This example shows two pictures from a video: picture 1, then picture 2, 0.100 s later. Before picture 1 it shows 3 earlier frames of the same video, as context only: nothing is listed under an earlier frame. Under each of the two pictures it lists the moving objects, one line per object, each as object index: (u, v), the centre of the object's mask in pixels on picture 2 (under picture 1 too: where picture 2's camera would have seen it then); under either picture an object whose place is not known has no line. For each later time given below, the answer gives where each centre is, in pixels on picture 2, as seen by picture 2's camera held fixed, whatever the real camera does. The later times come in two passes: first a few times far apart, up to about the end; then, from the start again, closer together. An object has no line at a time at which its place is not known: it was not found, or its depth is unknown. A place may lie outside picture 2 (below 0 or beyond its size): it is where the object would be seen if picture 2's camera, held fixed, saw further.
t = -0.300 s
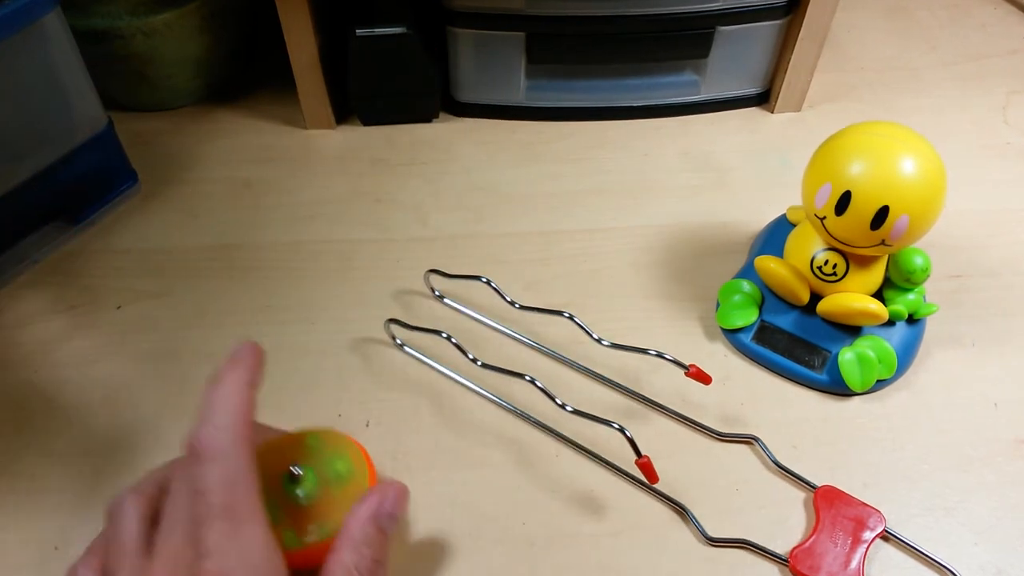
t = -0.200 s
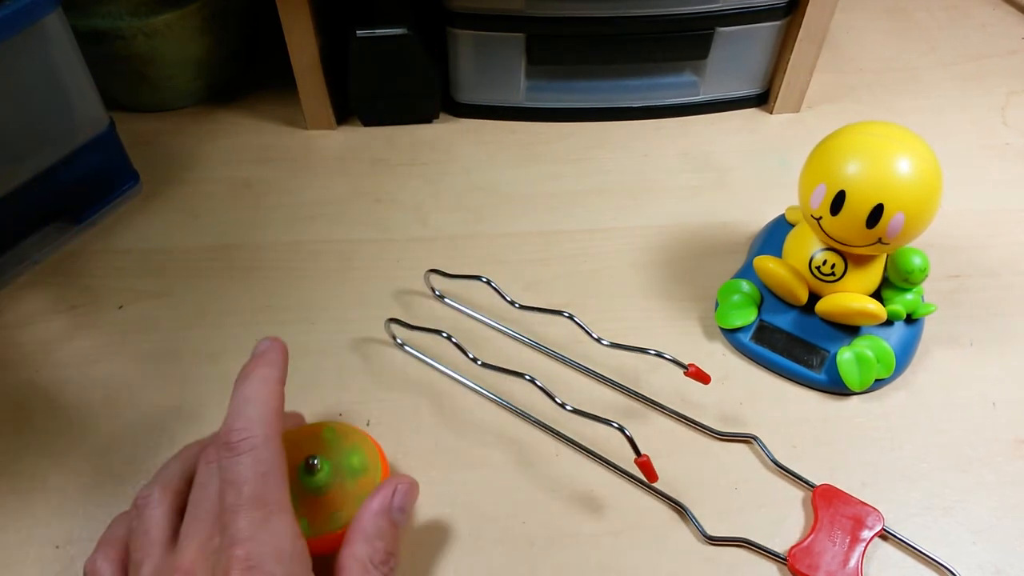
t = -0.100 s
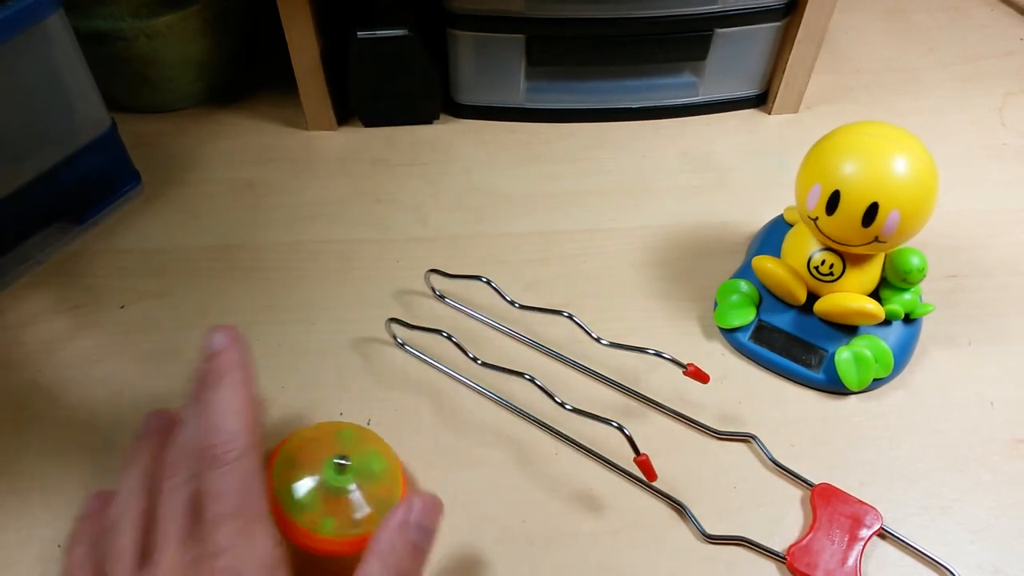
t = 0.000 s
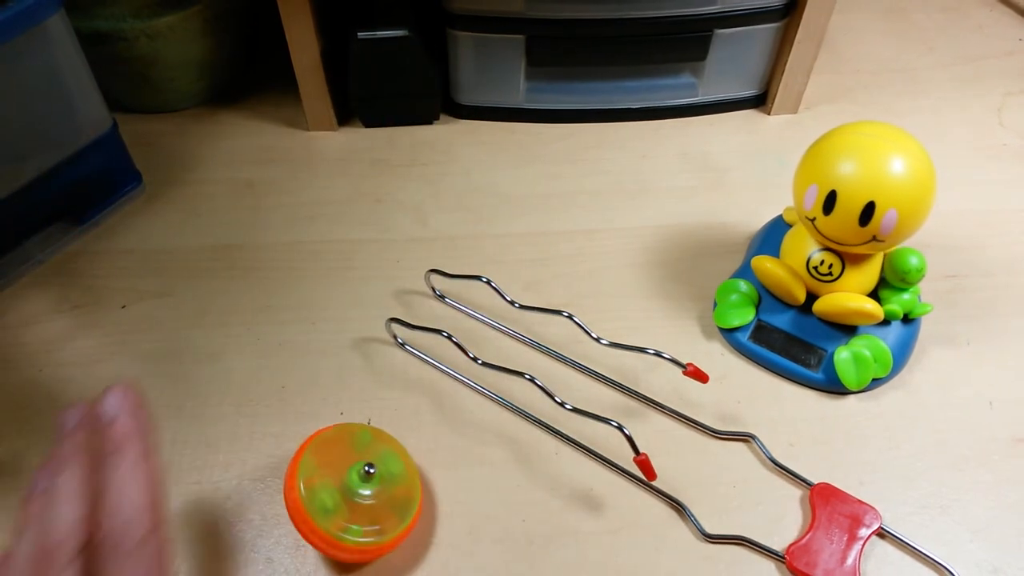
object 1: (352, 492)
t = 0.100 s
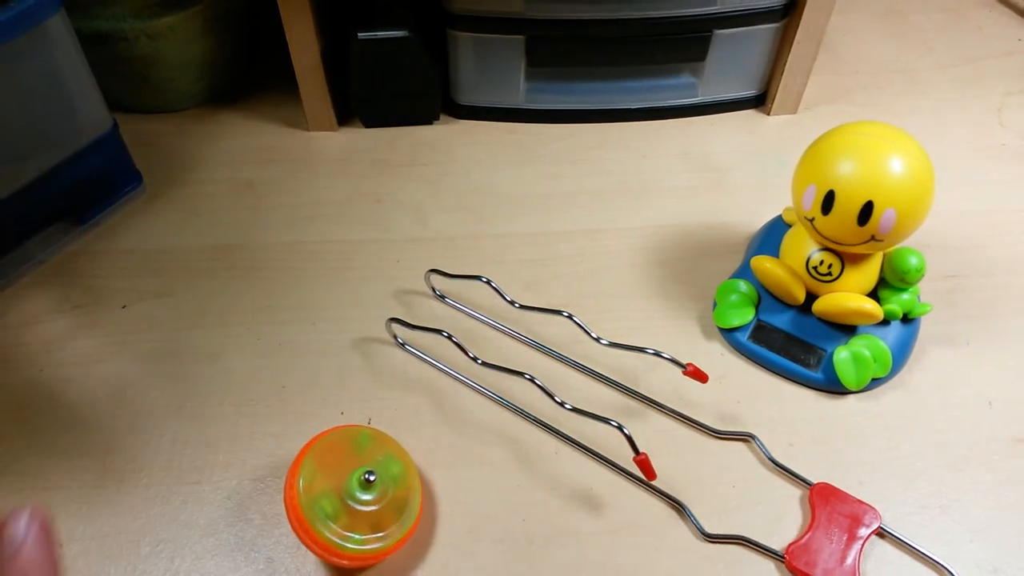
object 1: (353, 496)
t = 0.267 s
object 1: (351, 497)
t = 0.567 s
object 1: (348, 481)
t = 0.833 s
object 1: (329, 474)
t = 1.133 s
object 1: (330, 473)
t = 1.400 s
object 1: (347, 480)
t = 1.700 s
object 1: (351, 488)
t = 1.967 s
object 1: (347, 480)
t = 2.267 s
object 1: (333, 474)
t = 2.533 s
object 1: (330, 474)
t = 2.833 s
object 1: (341, 475)
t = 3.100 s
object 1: (348, 481)
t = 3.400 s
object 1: (348, 481)
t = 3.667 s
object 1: (346, 478)
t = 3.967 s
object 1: (338, 474)
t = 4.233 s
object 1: (340, 475)
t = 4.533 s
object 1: (342, 476)
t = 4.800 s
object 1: (342, 476)
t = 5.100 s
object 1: (343, 476)
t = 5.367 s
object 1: (342, 476)
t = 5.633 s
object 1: (343, 476)
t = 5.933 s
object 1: (343, 476)
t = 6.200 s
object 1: (343, 476)
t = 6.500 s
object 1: (343, 476)
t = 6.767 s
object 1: (343, 476)
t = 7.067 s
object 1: (343, 476)
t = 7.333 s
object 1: (343, 476)
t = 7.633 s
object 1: (343, 476)
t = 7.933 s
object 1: (342, 476)
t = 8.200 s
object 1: (342, 476)
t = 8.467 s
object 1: (342, 476)
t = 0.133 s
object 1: (352, 497)
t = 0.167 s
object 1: (352, 498)
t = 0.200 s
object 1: (351, 498)
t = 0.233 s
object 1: (351, 498)
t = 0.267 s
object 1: (351, 497)
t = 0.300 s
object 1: (352, 496)
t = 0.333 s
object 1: (352, 494)
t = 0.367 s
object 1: (352, 493)
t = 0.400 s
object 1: (352, 491)
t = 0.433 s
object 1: (352, 489)
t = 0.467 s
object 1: (351, 488)
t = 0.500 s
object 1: (350, 486)
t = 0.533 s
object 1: (349, 483)
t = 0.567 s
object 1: (348, 481)
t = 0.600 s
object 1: (346, 479)
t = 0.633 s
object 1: (344, 478)
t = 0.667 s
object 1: (342, 476)
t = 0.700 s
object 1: (339, 475)
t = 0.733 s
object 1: (336, 474)
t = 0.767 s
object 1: (334, 474)
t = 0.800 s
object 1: (331, 474)
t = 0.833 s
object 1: (329, 474)
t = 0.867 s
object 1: (327, 474)
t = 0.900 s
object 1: (325, 475)
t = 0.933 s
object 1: (325, 475)
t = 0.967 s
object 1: (324, 475)
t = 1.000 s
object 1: (324, 475)
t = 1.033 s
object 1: (325, 475)
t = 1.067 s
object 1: (327, 474)
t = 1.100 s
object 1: (328, 474)
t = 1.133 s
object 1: (330, 473)
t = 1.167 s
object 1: (332, 474)
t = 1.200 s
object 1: (335, 474)
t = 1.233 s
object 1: (337, 474)
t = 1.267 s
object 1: (340, 475)
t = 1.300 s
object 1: (342, 476)
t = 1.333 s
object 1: (344, 477)
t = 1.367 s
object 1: (346, 479)
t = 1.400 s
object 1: (347, 480)
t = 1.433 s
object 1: (348, 481)
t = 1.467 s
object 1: (349, 483)
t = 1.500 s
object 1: (350, 484)
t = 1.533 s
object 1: (351, 485)
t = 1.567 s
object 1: (351, 486)
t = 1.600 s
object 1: (351, 487)
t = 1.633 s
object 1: (352, 488)
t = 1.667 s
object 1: (351, 488)
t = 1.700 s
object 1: (351, 488)
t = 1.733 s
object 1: (351, 487)
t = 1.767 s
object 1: (351, 487)
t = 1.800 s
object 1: (351, 486)
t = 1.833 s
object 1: (350, 485)
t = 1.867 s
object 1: (350, 484)
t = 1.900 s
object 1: (349, 483)
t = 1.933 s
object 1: (348, 481)
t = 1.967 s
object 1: (347, 480)
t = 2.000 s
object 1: (346, 479)
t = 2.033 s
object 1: (345, 478)
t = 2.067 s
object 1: (343, 477)
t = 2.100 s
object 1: (342, 476)
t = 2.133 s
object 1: (340, 475)
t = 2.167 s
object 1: (338, 474)
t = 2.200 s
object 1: (336, 474)
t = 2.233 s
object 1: (335, 474)
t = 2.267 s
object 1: (333, 474)
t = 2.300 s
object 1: (332, 474)
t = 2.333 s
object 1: (331, 474)
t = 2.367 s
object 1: (330, 474)
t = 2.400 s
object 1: (329, 474)
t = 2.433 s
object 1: (329, 474)
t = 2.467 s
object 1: (329, 474)
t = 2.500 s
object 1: (329, 474)
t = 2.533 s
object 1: (330, 474)
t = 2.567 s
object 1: (331, 474)
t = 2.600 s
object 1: (331, 473)
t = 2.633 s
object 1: (333, 473)
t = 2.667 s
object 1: (334, 473)
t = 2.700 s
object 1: (335, 474)
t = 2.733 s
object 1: (336, 474)
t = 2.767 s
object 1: (338, 474)
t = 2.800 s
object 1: (339, 475)
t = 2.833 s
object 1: (341, 475)
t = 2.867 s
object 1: (342, 476)
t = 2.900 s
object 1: (343, 477)
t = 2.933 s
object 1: (344, 477)
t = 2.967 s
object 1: (345, 478)
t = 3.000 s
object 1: (346, 479)
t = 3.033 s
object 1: (347, 480)
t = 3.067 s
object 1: (347, 480)
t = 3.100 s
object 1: (348, 481)
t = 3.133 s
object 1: (348, 481)
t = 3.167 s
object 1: (349, 482)
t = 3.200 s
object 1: (349, 482)
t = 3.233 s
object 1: (349, 483)
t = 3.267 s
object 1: (349, 482)
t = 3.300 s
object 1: (349, 482)
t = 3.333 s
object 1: (349, 482)
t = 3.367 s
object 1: (348, 481)
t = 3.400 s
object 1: (348, 481)
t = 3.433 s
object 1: (348, 481)
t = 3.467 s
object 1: (348, 481)
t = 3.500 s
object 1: (348, 481)
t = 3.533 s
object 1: (348, 480)
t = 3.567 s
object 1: (347, 480)
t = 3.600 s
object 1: (347, 479)
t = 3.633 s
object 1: (346, 479)
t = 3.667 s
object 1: (346, 478)
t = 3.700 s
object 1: (345, 478)
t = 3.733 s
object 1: (344, 477)
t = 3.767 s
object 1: (343, 477)
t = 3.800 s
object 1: (343, 476)
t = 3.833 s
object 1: (342, 476)
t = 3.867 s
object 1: (341, 475)
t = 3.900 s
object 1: (340, 475)
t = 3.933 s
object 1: (339, 474)
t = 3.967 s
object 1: (338, 474)
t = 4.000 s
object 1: (337, 474)
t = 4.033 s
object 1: (336, 474)
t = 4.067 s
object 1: (336, 474)
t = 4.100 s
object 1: (336, 474)
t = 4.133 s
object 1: (337, 474)
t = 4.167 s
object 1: (338, 474)
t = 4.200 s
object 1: (339, 474)
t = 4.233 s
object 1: (340, 475)
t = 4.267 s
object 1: (341, 475)
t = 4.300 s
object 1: (341, 475)
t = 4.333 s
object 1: (341, 476)
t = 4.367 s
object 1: (342, 476)
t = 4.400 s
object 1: (342, 476)
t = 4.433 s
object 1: (343, 476)
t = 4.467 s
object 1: (343, 476)
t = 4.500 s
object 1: (343, 476)
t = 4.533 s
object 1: (342, 476)
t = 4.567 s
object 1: (342, 476)
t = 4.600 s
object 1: (342, 476)
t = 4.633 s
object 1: (342, 476)
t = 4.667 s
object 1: (342, 476)
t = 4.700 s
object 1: (342, 476)
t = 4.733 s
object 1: (342, 476)
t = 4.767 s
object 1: (342, 476)
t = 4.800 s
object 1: (342, 476)
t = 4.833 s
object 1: (342, 476)
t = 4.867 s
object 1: (343, 476)
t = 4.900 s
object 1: (343, 476)
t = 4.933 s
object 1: (343, 476)
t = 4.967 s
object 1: (342, 476)
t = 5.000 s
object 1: (342, 476)
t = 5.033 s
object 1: (342, 476)
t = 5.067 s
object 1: (342, 476)
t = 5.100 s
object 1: (343, 476)
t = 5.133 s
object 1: (343, 476)
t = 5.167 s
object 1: (342, 476)
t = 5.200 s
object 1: (342, 476)
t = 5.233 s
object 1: (342, 476)
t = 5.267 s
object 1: (343, 476)
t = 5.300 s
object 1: (343, 476)
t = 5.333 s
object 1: (343, 476)
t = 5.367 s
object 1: (342, 476)
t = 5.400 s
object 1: (343, 476)
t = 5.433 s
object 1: (343, 476)
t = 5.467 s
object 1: (342, 476)
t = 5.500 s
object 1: (342, 476)
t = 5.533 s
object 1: (343, 476)
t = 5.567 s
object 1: (343, 476)
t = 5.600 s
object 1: (343, 476)
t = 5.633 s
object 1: (343, 476)
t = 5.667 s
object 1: (343, 476)
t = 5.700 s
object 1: (343, 476)
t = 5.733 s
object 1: (343, 476)
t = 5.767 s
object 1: (343, 476)
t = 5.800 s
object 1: (343, 476)
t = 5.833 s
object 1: (343, 476)
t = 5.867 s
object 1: (343, 476)
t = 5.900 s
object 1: (343, 476)
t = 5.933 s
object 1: (343, 476)
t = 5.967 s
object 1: (343, 476)
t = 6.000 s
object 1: (343, 476)
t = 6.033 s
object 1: (343, 476)
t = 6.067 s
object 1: (343, 476)
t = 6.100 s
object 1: (343, 476)
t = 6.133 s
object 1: (343, 476)
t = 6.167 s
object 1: (343, 476)
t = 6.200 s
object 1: (343, 476)
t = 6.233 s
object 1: (343, 476)
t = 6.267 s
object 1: (343, 476)
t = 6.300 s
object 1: (343, 476)
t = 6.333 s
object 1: (343, 476)
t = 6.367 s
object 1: (343, 476)
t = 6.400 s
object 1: (343, 476)
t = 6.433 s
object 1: (343, 476)
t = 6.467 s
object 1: (343, 476)
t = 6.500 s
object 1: (343, 476)
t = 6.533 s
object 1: (343, 476)
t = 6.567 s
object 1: (343, 476)
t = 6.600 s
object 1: (343, 476)
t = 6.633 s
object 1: (343, 476)
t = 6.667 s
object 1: (343, 476)
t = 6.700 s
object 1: (343, 476)
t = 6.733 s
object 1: (343, 476)
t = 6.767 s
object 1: (343, 476)
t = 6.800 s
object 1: (343, 476)
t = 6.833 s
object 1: (343, 476)
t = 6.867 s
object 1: (343, 476)
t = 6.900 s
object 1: (343, 476)
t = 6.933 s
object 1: (343, 476)
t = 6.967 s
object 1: (343, 476)
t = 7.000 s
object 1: (343, 476)
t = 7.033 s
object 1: (343, 476)
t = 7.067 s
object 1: (343, 476)
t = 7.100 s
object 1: (343, 476)
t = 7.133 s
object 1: (343, 476)
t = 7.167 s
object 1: (343, 476)
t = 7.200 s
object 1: (343, 476)
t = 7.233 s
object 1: (343, 476)
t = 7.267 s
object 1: (343, 476)
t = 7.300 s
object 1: (343, 476)
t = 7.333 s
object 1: (343, 476)
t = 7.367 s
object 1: (343, 476)
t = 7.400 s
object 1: (343, 476)
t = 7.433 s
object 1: (343, 476)
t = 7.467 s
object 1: (343, 476)
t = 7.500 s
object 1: (343, 476)
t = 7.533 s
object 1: (343, 476)
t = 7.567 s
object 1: (343, 476)
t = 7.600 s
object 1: (343, 476)
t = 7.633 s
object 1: (343, 476)
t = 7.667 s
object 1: (343, 476)
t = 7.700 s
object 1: (343, 476)
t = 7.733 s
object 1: (343, 476)
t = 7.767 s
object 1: (343, 476)
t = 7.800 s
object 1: (343, 476)
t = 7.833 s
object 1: (343, 476)
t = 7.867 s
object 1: (343, 476)
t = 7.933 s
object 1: (342, 476)
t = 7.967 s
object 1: (342, 476)
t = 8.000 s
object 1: (342, 476)
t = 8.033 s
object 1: (342, 476)
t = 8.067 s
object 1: (342, 476)
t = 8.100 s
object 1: (342, 476)
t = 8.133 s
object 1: (342, 476)
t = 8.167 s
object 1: (342, 476)
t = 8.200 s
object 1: (342, 476)
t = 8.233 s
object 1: (342, 476)
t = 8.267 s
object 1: (342, 476)
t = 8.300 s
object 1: (342, 476)
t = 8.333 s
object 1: (342, 476)
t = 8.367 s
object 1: (342, 476)
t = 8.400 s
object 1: (342, 476)
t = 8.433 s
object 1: (342, 476)
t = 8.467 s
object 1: (342, 476)
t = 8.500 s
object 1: (342, 476)
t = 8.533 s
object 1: (342, 476)
